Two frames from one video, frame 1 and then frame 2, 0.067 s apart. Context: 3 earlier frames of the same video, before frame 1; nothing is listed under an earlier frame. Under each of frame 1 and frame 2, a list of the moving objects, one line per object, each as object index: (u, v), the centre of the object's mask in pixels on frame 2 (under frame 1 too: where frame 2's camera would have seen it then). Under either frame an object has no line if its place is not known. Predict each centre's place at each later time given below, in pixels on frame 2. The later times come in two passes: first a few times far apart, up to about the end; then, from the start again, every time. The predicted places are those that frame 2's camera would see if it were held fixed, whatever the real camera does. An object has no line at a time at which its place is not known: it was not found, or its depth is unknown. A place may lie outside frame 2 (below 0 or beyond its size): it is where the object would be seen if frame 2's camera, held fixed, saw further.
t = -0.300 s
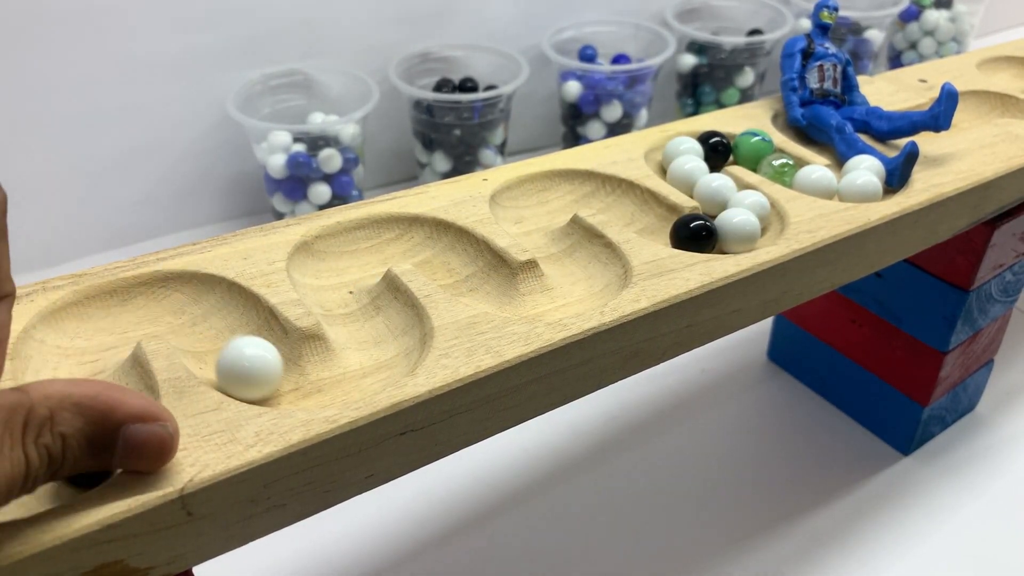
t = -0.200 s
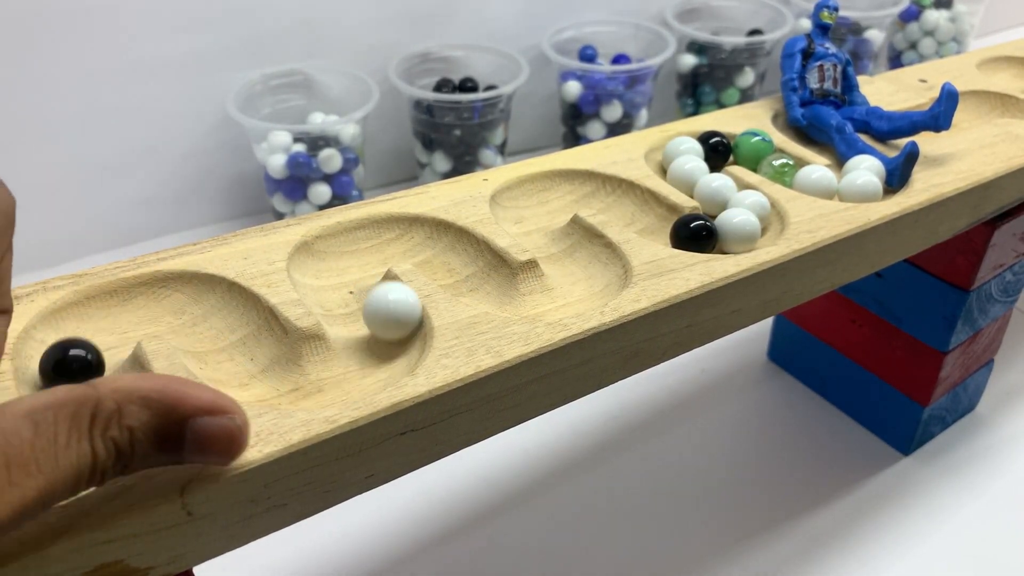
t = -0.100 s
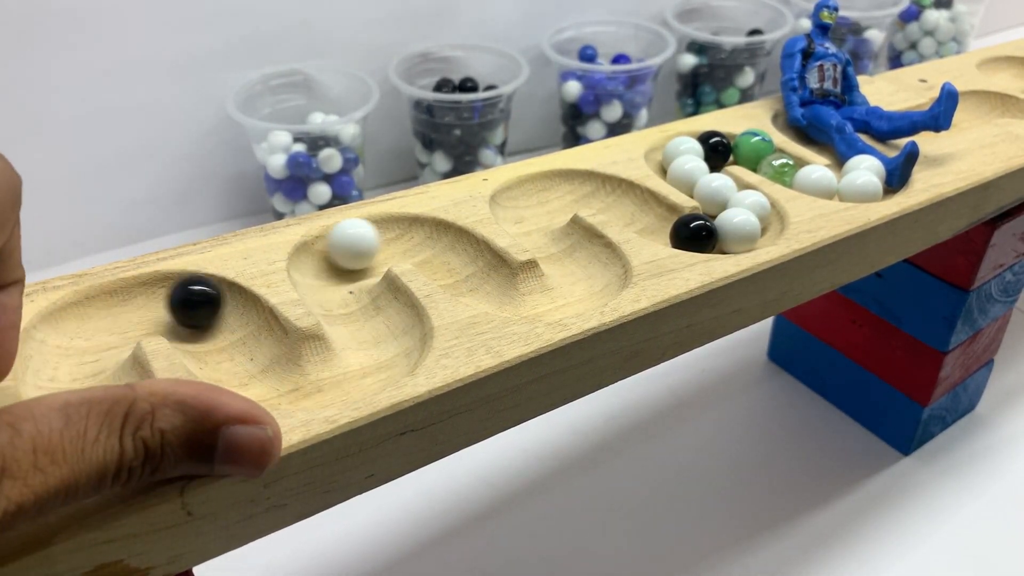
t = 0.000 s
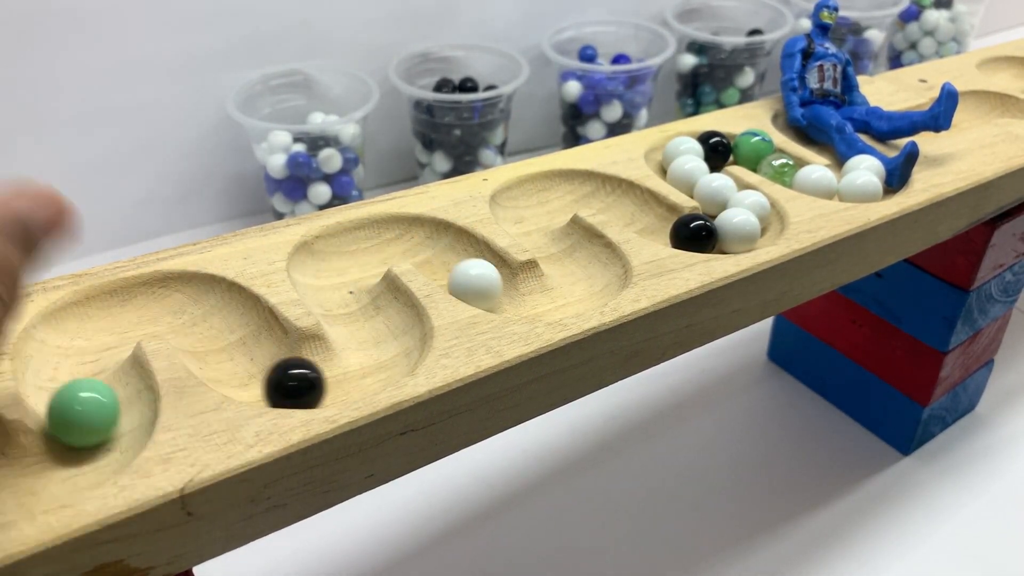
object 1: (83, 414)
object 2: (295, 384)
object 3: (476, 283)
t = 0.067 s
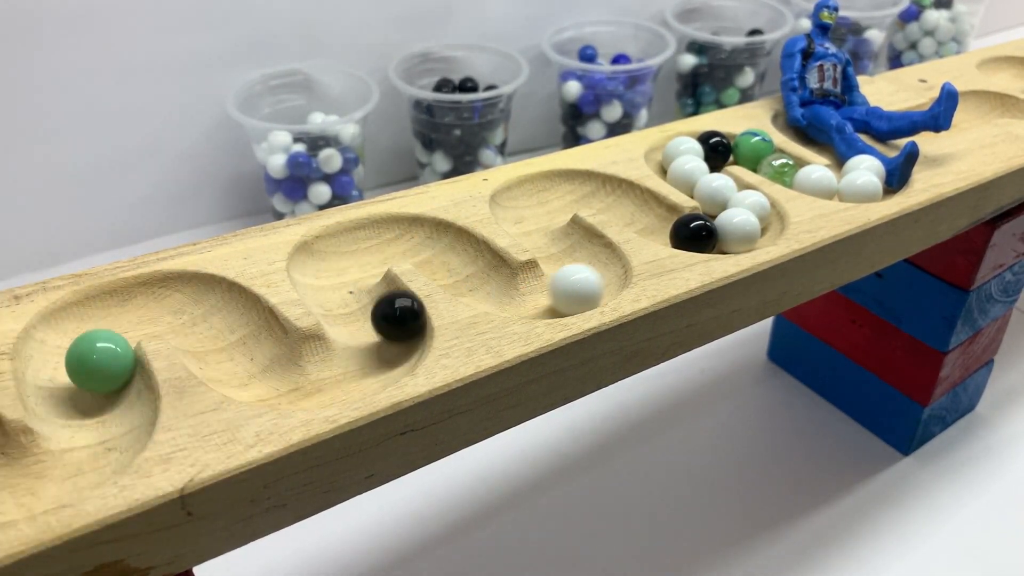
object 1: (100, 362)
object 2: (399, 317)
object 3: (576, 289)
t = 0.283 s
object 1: (235, 360)
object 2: (478, 284)
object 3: (638, 210)
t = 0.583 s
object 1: (467, 276)
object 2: (620, 200)
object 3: (656, 221)
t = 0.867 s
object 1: (608, 182)
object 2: (629, 209)
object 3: (664, 226)
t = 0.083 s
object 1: (89, 361)
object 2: (394, 302)
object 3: (596, 274)
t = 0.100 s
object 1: (68, 357)
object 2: (375, 304)
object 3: (598, 253)
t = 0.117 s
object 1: (61, 348)
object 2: (344, 299)
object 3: (582, 245)
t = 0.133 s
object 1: (72, 341)
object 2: (323, 285)
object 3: (557, 236)
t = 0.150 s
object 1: (95, 333)
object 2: (320, 275)
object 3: (534, 224)
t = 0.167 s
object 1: (118, 321)
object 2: (333, 267)
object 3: (517, 209)
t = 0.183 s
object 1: (143, 309)
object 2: (353, 254)
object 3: (518, 197)
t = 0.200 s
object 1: (171, 297)
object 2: (377, 240)
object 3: (533, 193)
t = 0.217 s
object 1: (196, 290)
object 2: (405, 228)
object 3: (559, 192)
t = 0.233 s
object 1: (212, 300)
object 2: (429, 230)
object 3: (589, 188)
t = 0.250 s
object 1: (220, 320)
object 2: (448, 246)
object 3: (614, 182)
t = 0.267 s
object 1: (224, 342)
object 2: (463, 265)
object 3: (630, 193)
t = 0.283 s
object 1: (235, 360)
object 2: (478, 284)
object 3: (638, 210)
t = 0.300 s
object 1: (258, 373)
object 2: (496, 294)
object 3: (648, 219)
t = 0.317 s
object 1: (290, 381)
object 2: (520, 300)
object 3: (651, 221)
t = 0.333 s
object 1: (326, 379)
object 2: (547, 299)
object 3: (660, 225)
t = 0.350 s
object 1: (358, 368)
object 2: (568, 294)
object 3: (666, 226)
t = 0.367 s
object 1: (381, 354)
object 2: (586, 280)
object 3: (670, 223)
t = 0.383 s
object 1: (393, 330)
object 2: (599, 256)
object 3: (668, 222)
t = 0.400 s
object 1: (389, 308)
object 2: (591, 238)
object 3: (662, 224)
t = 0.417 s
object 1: (371, 296)
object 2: (573, 237)
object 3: (656, 223)
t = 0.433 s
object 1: (343, 287)
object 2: (543, 233)
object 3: (653, 222)
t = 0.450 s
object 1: (321, 269)
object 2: (521, 218)
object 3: (653, 220)
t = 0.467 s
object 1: (320, 253)
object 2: (514, 209)
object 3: (654, 216)
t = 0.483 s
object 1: (339, 249)
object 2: (521, 205)
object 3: (653, 214)
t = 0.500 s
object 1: (370, 245)
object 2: (539, 198)
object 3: (647, 215)
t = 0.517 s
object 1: (403, 240)
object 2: (563, 192)
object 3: (640, 215)
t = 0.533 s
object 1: (435, 232)
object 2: (591, 185)
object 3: (637, 214)
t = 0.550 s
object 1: (454, 236)
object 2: (612, 182)
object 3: (639, 213)
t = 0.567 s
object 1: (463, 257)
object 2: (618, 192)
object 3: (650, 217)
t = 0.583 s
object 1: (467, 276)
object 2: (620, 200)
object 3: (656, 221)
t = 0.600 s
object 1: (475, 284)
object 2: (621, 205)
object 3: (659, 223)
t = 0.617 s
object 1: (495, 292)
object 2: (624, 209)
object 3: (664, 225)
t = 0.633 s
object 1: (522, 298)
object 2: (627, 210)
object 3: (666, 226)
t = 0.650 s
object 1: (554, 296)
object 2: (630, 209)
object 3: (666, 226)
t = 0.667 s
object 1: (581, 288)
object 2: (633, 206)
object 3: (666, 225)
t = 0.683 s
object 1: (598, 275)
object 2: (633, 203)
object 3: (665, 224)
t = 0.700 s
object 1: (598, 258)
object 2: (631, 205)
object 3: (664, 224)
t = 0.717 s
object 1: (585, 244)
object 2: (625, 207)
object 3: (661, 224)
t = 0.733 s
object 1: (560, 236)
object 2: (622, 207)
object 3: (660, 223)
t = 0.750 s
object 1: (533, 224)
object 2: (621, 206)
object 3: (659, 223)
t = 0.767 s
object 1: (514, 207)
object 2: (623, 206)
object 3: (659, 223)
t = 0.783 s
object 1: (518, 196)
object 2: (626, 204)
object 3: (660, 223)
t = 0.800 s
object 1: (538, 196)
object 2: (628, 203)
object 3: (660, 222)
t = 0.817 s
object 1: (565, 192)
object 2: (628, 203)
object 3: (660, 223)
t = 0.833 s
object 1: (592, 187)
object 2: (626, 205)
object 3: (660, 223)
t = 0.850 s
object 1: (605, 177)
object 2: (627, 206)
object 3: (660, 225)
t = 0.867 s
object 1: (608, 182)
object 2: (629, 209)
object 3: (664, 226)
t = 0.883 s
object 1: (601, 189)
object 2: (630, 211)
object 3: (667, 227)
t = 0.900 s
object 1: (593, 192)
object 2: (629, 211)
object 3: (668, 227)
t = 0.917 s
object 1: (587, 194)
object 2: (630, 210)
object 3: (668, 226)
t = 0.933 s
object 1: (581, 194)
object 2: (631, 209)
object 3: (668, 225)
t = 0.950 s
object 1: (576, 192)
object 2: (632, 207)
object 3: (667, 225)
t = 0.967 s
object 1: (573, 189)
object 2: (631, 206)
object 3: (665, 225)
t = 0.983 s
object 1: (573, 187)
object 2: (629, 207)
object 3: (663, 225)
